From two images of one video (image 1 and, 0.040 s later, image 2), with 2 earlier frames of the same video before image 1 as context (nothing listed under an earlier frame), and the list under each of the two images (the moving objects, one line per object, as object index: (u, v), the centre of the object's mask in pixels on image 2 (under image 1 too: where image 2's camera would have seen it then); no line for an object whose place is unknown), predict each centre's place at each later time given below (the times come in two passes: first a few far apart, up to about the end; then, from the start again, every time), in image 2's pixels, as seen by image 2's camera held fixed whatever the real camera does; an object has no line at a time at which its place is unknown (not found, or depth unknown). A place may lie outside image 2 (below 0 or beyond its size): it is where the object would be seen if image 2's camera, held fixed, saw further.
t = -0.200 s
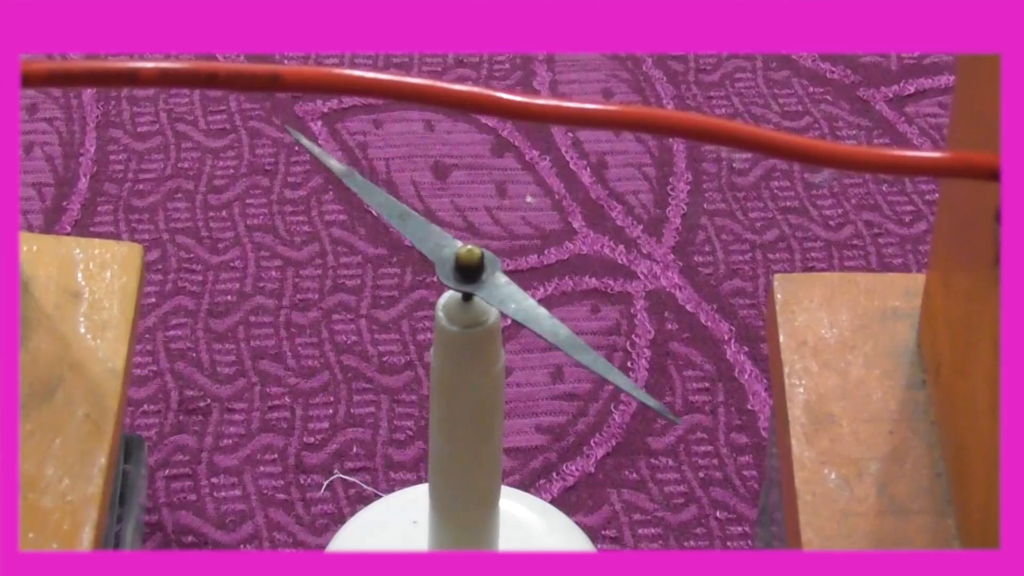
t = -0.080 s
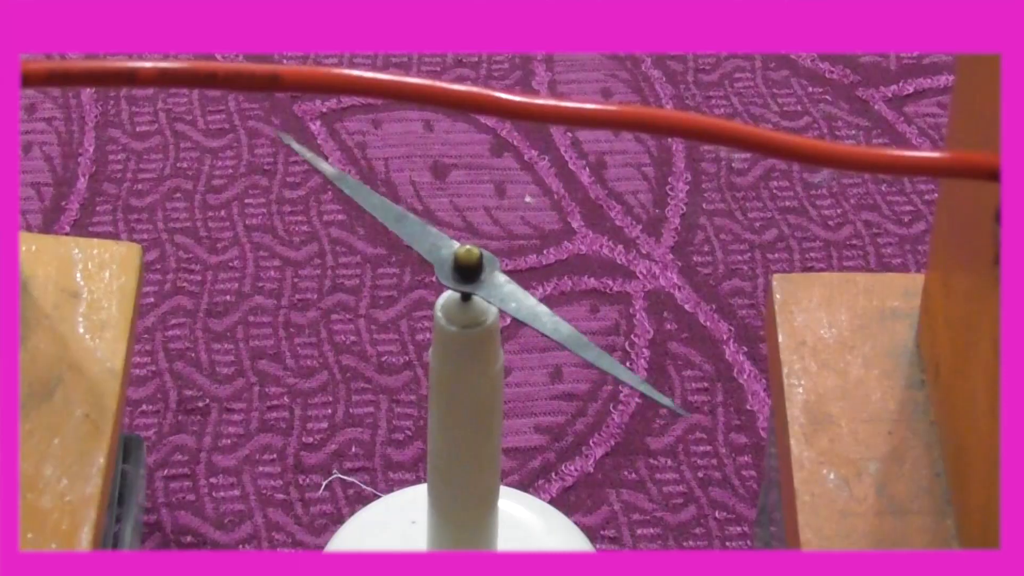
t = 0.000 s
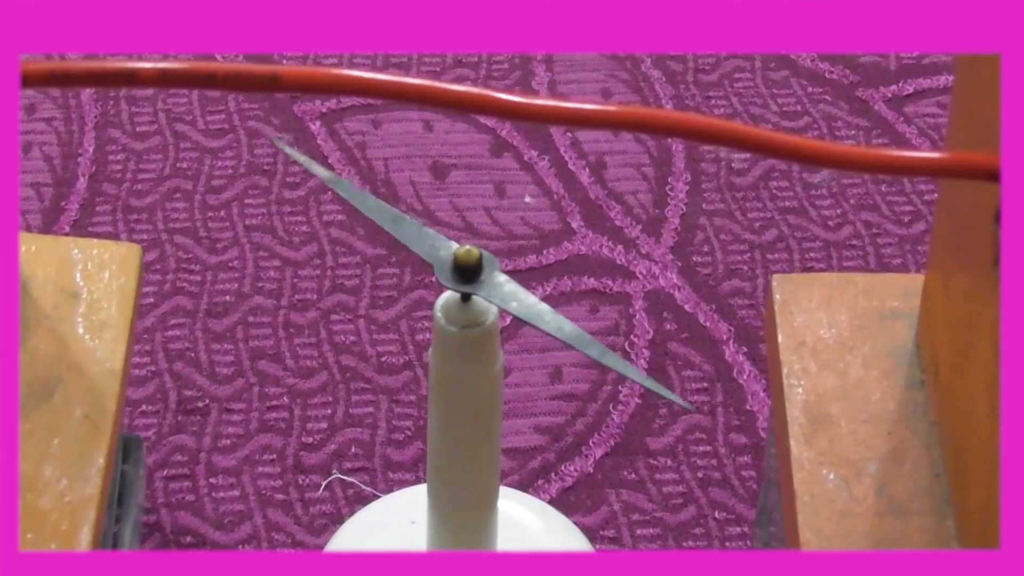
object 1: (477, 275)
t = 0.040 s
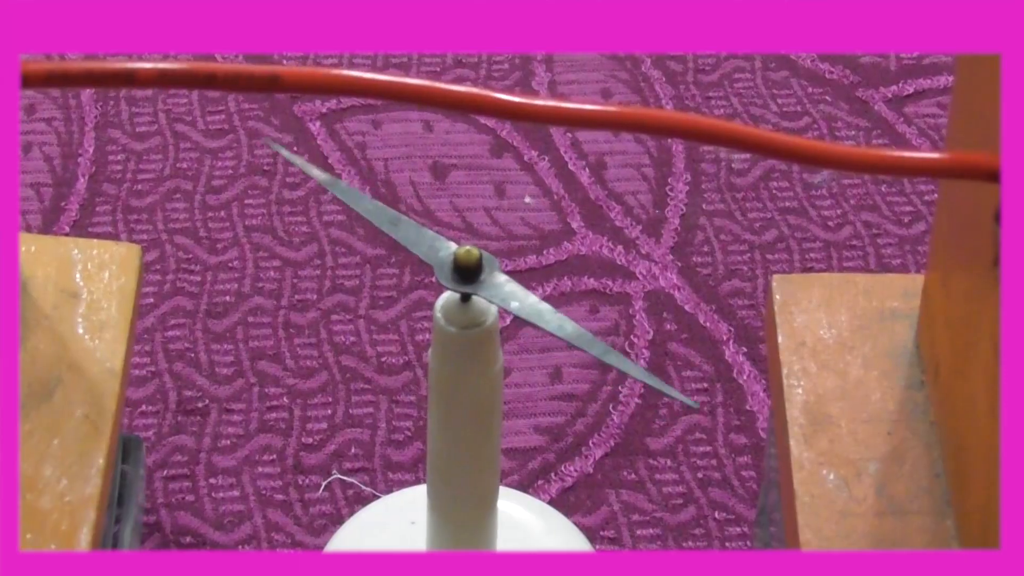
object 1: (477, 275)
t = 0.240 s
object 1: (476, 273)
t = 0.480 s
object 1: (474, 271)
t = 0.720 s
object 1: (473, 270)
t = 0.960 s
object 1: (471, 269)
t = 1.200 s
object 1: (472, 269)
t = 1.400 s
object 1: (467, 269)
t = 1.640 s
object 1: (467, 269)
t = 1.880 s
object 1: (469, 268)
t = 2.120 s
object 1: (470, 268)
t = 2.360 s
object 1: (469, 268)
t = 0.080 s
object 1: (475, 273)
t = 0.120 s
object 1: (476, 274)
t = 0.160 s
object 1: (476, 273)
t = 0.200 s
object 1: (477, 273)
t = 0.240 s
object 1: (476, 273)
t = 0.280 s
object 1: (476, 272)
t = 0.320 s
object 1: (475, 272)
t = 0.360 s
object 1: (475, 272)
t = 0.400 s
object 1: (474, 271)
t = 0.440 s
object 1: (475, 272)
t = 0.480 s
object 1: (474, 271)
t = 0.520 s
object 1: (473, 270)
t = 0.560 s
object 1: (473, 270)
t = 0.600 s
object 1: (473, 270)
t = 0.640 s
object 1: (473, 270)
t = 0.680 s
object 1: (473, 270)
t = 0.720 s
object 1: (473, 270)
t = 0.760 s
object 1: (471, 269)
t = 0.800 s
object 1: (471, 269)
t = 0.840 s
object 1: (473, 270)
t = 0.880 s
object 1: (470, 269)
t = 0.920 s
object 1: (469, 269)
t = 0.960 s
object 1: (471, 269)
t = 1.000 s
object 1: (470, 269)
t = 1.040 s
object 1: (471, 269)
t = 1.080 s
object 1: (470, 269)
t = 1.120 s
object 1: (468, 269)
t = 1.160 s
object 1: (468, 269)
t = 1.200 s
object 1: (472, 269)
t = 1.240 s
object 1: (468, 269)
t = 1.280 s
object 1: (468, 269)
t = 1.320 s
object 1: (470, 269)
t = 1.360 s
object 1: (469, 269)
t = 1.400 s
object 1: (467, 269)
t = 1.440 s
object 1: (467, 269)
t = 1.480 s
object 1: (467, 269)
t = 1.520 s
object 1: (467, 269)
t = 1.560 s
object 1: (467, 269)
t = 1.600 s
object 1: (467, 269)
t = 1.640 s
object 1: (467, 269)
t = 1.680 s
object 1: (468, 269)
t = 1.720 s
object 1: (468, 269)
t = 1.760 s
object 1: (468, 269)
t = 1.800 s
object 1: (468, 269)
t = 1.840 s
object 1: (469, 268)
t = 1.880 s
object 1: (469, 268)
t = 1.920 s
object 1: (469, 268)
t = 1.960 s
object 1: (469, 268)
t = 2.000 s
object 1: (470, 268)
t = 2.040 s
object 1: (470, 268)
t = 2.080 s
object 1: (470, 268)
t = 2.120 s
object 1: (470, 268)
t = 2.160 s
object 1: (471, 268)
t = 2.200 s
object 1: (470, 268)
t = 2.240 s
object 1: (470, 268)
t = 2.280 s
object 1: (470, 268)
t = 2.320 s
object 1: (469, 268)
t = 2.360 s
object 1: (469, 268)
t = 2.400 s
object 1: (471, 268)
